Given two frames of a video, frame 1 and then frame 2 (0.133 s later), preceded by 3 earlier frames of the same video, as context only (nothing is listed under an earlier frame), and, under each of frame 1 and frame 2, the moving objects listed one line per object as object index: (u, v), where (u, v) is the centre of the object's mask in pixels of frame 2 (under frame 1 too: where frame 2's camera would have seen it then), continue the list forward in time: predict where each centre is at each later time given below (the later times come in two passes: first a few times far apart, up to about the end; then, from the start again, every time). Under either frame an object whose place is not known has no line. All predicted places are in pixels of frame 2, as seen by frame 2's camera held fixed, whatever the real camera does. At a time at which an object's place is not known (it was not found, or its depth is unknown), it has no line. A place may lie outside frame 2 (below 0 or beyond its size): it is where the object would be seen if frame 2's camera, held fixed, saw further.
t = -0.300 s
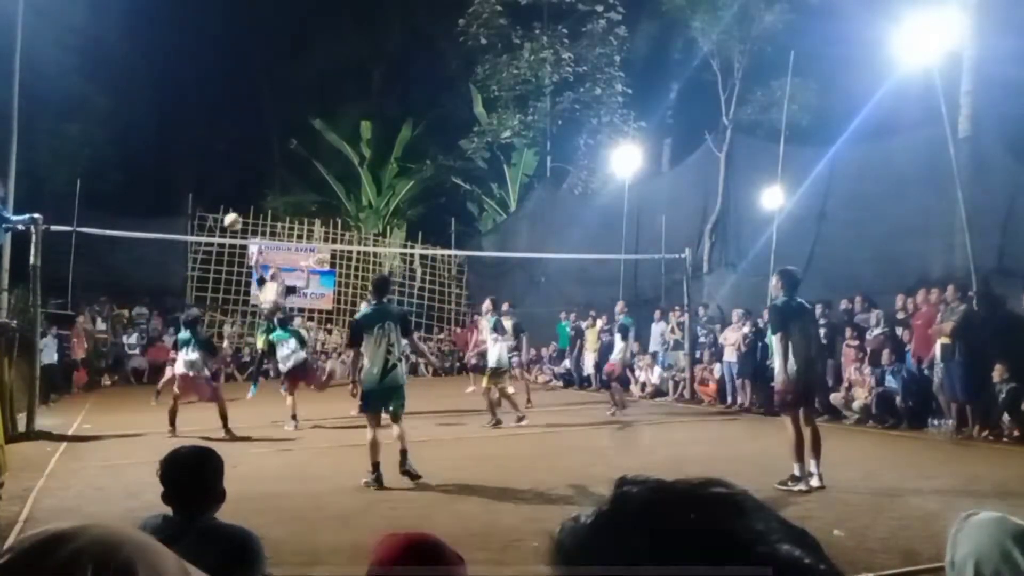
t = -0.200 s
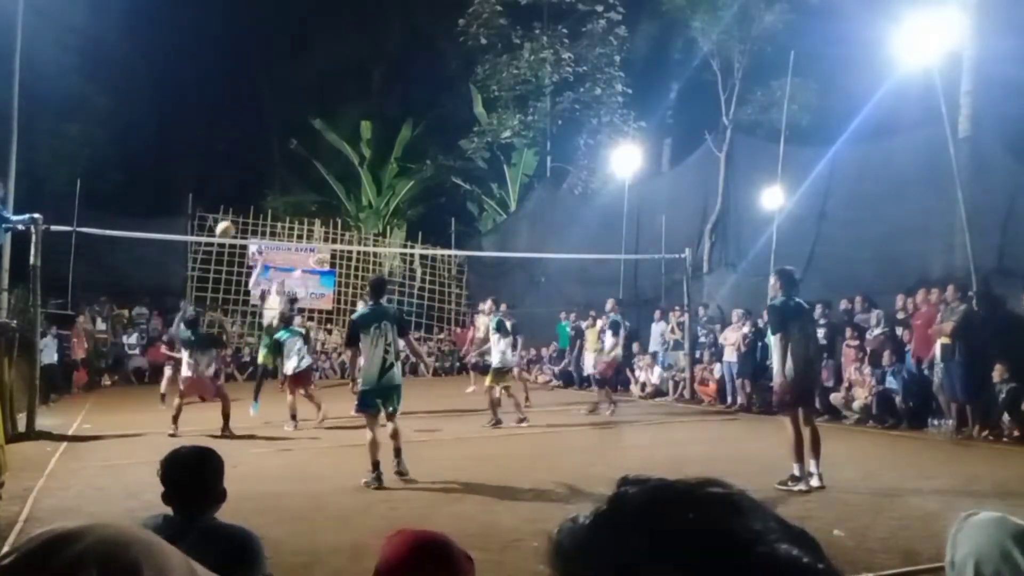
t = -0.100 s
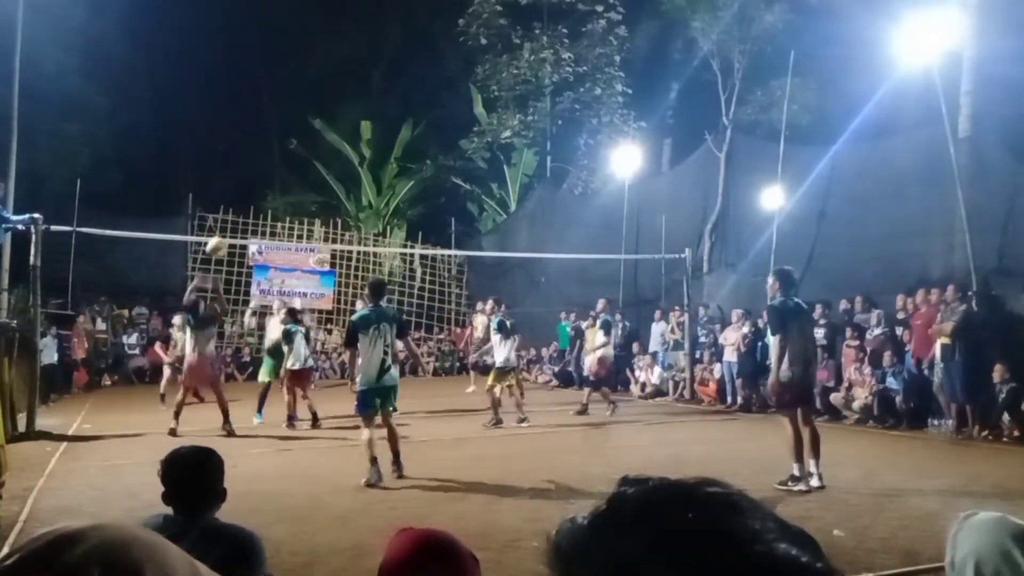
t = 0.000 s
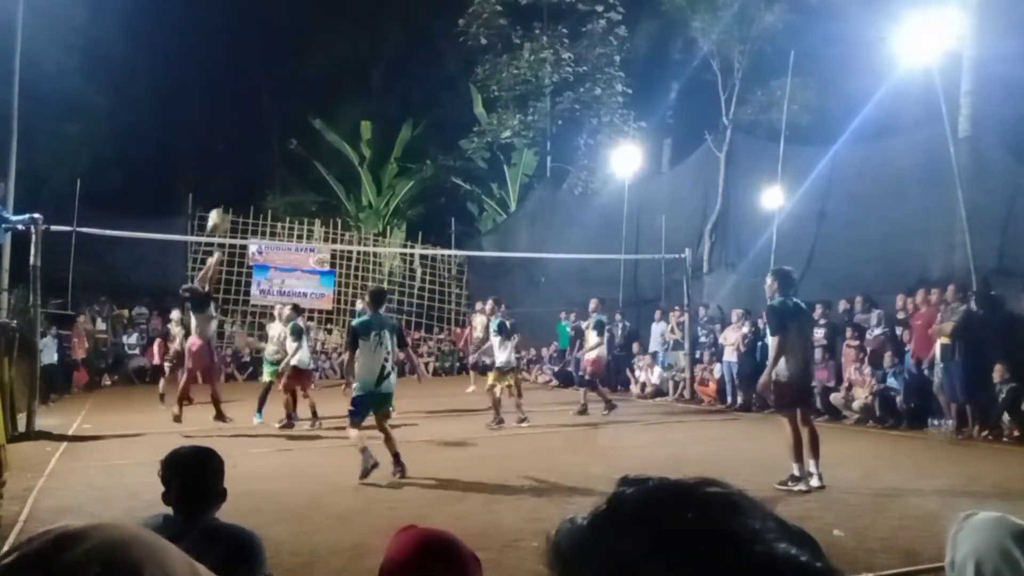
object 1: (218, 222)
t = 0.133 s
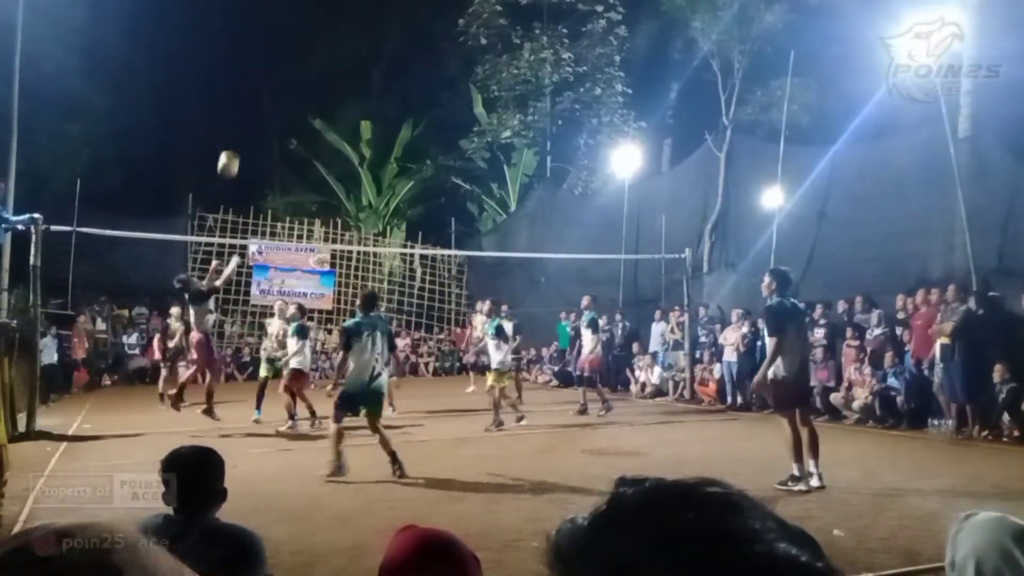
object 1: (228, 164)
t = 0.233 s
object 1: (236, 128)
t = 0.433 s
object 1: (252, 79)
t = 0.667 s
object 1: (271, 66)
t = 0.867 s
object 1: (289, 101)
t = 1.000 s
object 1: (301, 154)
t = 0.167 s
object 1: (231, 151)
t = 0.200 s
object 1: (233, 139)
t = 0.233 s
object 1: (236, 128)
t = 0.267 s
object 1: (239, 118)
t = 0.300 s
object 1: (242, 108)
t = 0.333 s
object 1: (244, 99)
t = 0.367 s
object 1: (247, 91)
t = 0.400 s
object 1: (250, 84)
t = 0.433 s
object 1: (252, 79)
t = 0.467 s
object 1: (255, 74)
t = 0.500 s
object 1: (258, 70)
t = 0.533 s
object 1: (261, 67)
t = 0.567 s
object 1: (264, 65)
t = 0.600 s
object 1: (266, 64)
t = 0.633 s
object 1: (268, 64)
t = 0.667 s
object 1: (271, 66)
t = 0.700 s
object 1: (274, 68)
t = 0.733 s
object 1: (277, 73)
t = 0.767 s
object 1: (280, 78)
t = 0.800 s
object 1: (283, 84)
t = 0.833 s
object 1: (286, 92)
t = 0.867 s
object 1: (289, 101)
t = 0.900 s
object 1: (292, 112)
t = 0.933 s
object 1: (295, 125)
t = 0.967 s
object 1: (298, 139)
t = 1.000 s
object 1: (301, 154)
